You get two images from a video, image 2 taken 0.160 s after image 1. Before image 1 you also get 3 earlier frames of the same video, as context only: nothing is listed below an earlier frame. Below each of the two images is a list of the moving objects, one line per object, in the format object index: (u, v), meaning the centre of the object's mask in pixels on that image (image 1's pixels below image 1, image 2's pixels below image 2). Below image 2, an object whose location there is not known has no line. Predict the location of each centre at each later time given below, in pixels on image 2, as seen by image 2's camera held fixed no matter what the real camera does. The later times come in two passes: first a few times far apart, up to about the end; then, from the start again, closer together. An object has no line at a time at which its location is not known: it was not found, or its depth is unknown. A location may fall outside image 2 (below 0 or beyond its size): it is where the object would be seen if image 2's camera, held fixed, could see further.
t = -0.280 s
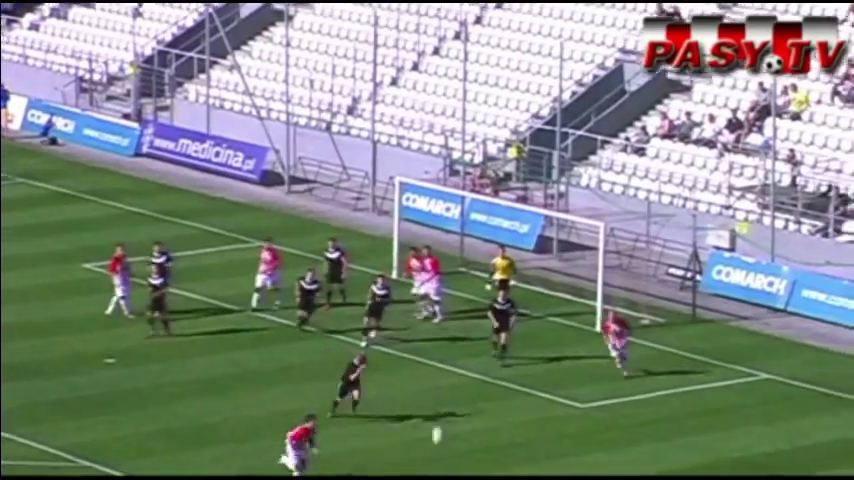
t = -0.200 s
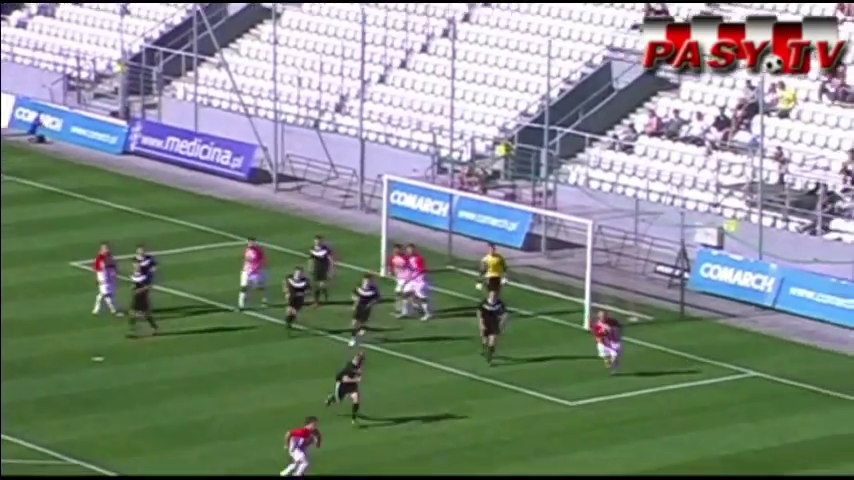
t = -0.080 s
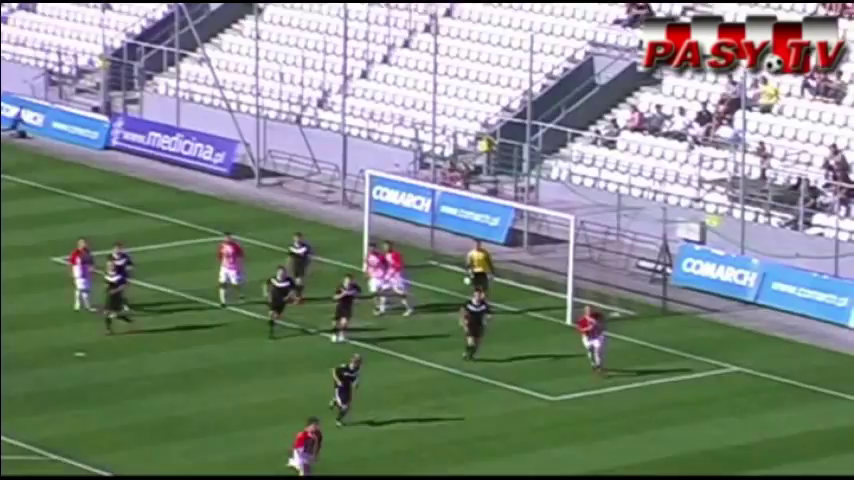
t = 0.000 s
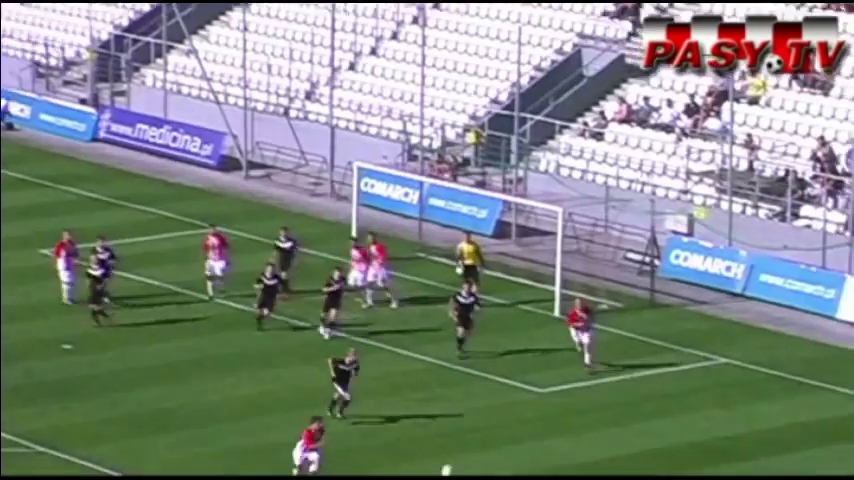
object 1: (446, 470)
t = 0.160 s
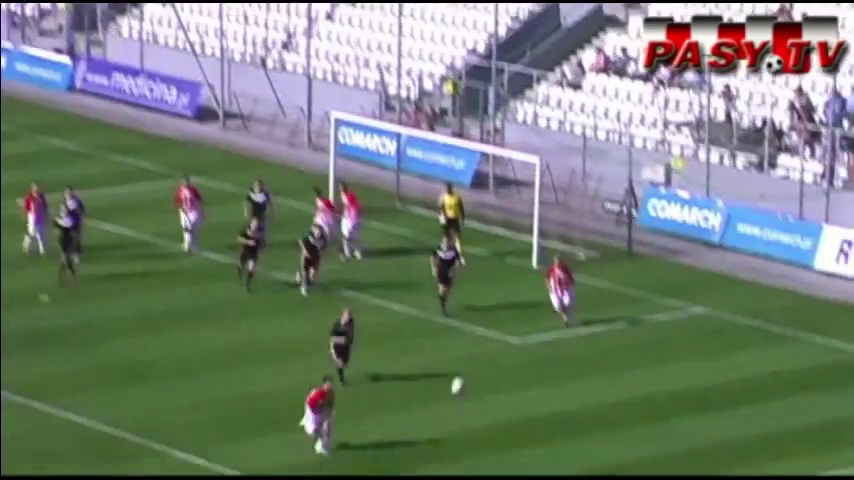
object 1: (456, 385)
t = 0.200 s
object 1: (464, 378)
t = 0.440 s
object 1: (516, 359)
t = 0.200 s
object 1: (464, 378)
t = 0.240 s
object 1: (473, 373)
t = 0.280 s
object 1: (482, 368)
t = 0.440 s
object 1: (516, 359)
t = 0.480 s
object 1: (526, 359)
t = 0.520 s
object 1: (534, 360)
